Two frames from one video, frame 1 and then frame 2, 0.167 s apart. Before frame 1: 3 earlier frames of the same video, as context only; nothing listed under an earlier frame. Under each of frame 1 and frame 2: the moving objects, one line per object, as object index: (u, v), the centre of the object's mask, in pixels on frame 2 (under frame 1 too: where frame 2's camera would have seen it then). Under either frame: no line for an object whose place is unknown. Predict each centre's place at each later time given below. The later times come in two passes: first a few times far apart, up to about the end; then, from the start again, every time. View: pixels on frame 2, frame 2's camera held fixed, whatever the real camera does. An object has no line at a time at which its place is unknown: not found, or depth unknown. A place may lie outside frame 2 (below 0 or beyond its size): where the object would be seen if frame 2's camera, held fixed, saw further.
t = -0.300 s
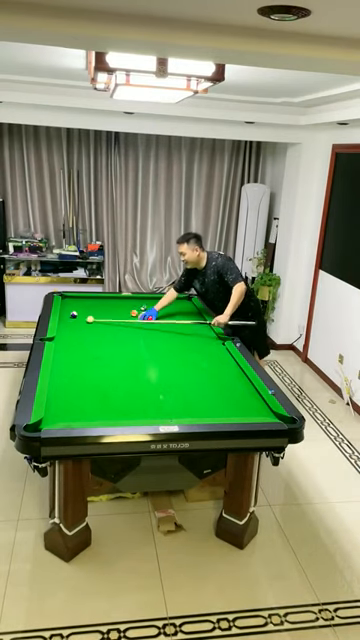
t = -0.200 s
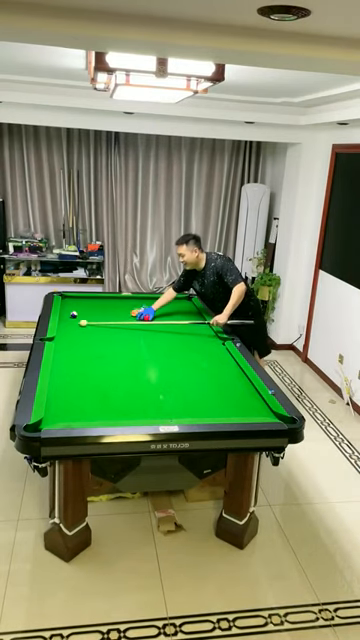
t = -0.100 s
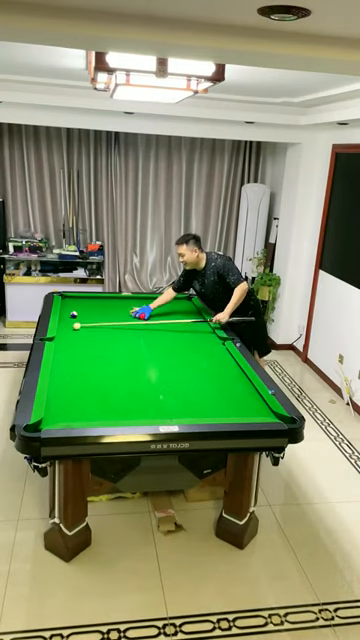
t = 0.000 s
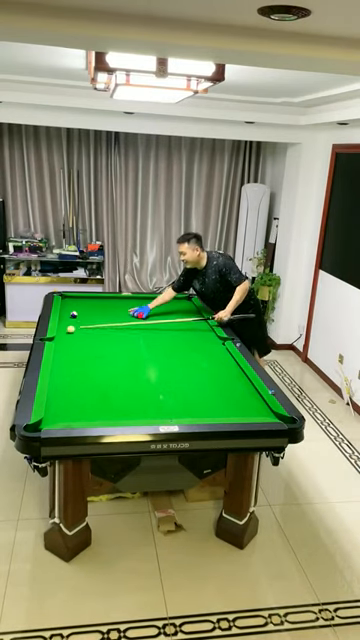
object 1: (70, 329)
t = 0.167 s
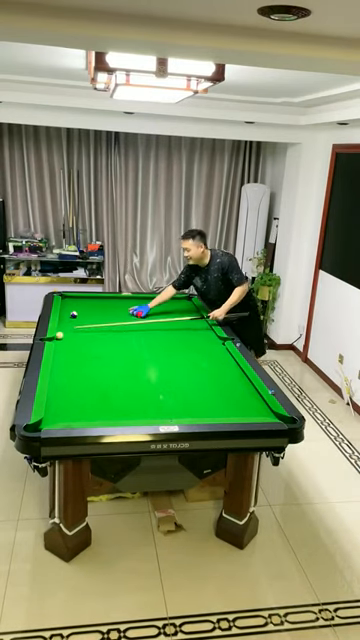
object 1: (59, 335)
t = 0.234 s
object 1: (61, 337)
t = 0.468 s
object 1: (66, 344)
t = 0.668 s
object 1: (71, 349)
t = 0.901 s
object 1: (76, 356)
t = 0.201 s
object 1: (60, 336)
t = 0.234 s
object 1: (61, 337)
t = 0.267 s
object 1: (61, 338)
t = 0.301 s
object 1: (62, 339)
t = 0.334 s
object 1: (63, 339)
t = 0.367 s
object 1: (64, 341)
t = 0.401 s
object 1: (64, 342)
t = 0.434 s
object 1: (65, 343)
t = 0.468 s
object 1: (66, 344)
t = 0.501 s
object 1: (67, 344)
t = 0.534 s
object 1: (68, 345)
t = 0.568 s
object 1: (68, 346)
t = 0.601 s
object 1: (69, 347)
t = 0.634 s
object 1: (70, 348)
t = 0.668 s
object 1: (71, 349)
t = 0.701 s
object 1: (71, 350)
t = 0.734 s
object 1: (72, 351)
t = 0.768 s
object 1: (73, 352)
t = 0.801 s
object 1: (73, 353)
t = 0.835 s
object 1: (74, 354)
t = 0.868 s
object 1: (75, 355)
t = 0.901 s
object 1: (76, 356)
